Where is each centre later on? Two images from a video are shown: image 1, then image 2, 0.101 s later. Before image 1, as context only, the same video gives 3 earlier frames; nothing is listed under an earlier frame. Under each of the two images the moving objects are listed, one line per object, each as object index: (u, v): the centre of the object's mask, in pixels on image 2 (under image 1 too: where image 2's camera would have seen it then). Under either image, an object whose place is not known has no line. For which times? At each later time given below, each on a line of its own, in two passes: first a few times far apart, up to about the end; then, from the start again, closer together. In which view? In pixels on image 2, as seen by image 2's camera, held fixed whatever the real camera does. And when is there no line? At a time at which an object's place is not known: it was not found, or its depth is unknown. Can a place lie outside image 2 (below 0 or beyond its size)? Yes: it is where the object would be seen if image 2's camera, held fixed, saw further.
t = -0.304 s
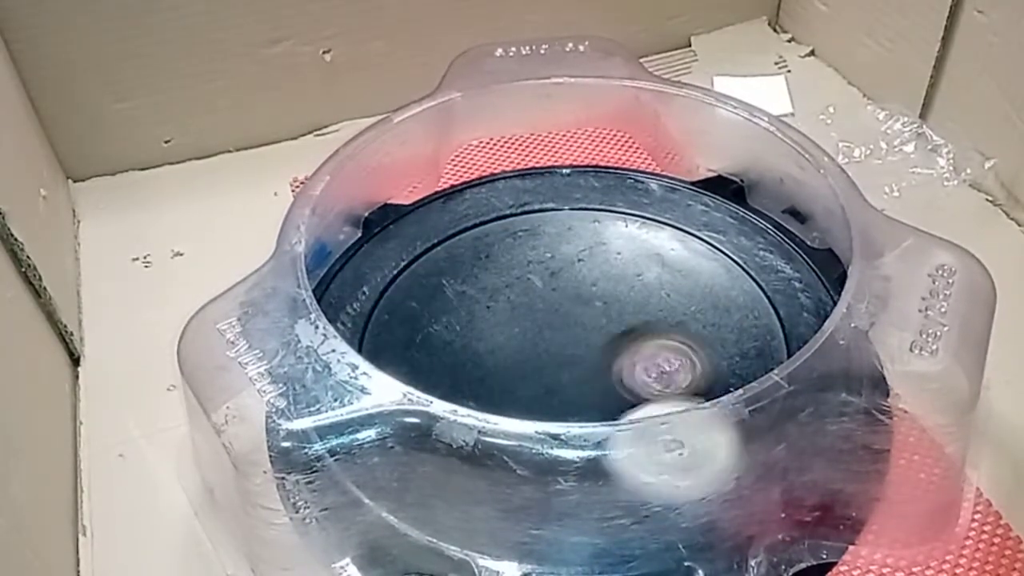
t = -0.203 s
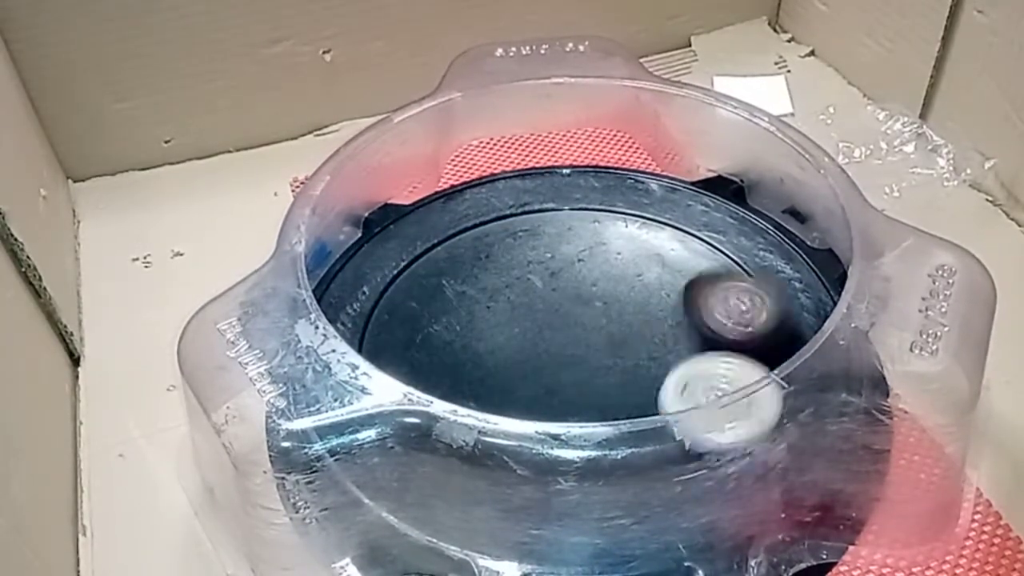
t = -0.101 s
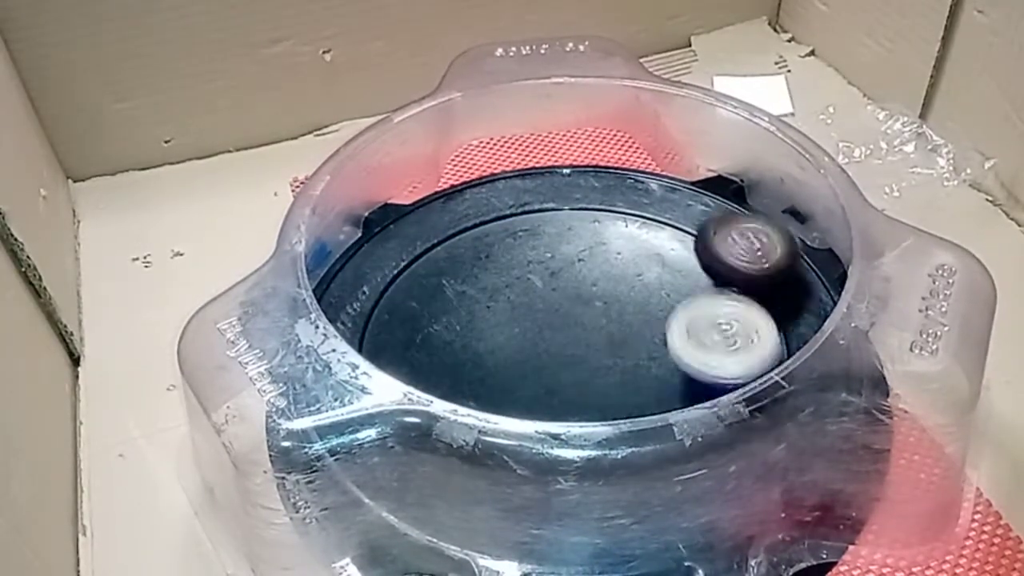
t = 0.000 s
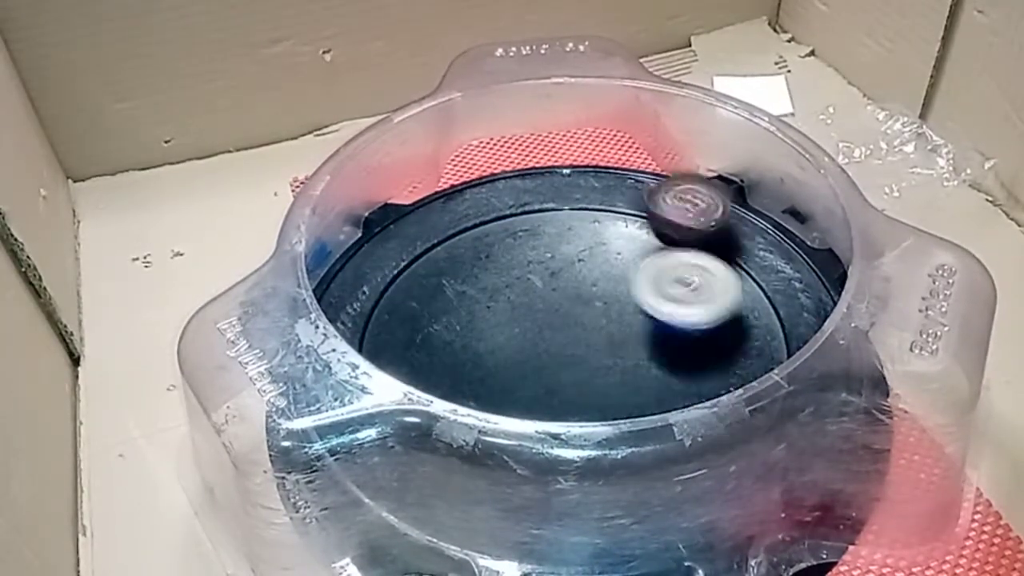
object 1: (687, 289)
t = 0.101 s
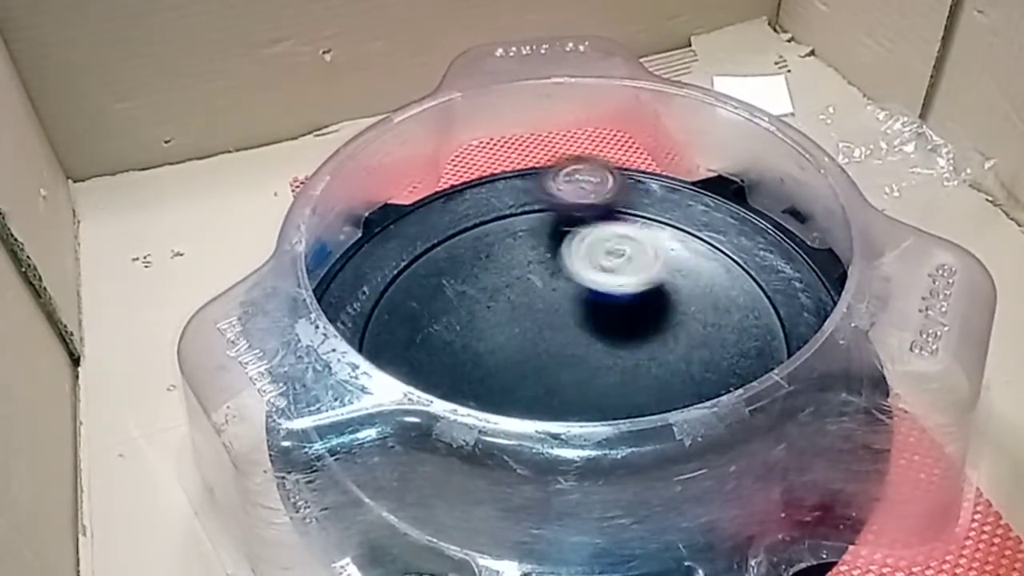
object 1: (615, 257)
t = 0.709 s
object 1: (694, 357)
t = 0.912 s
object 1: (674, 270)
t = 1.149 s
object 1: (562, 217)
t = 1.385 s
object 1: (462, 258)
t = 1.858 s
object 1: (619, 341)
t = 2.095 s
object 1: (620, 257)
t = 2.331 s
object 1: (511, 235)
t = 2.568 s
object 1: (453, 300)
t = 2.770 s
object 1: (463, 348)
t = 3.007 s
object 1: (564, 370)
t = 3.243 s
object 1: (622, 313)
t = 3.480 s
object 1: (603, 253)
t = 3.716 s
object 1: (538, 265)
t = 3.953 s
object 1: (510, 292)
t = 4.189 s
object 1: (548, 302)
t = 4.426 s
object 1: (602, 284)
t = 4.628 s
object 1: (612, 264)
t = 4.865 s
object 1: (606, 263)
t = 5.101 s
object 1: (623, 291)
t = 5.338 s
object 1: (652, 321)
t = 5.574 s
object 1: (680, 344)
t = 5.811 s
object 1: (669, 343)
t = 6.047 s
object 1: (685, 335)
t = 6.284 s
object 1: (613, 350)
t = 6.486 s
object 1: (589, 385)
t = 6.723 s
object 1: (572, 393)
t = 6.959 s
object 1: (548, 370)
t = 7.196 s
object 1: (517, 330)
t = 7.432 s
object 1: (482, 305)
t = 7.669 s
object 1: (507, 309)
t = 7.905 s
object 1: (560, 296)
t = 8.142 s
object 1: (590, 273)
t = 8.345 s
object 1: (600, 273)
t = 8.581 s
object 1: (620, 292)
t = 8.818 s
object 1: (639, 304)
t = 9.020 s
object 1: (634, 333)
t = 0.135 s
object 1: (590, 255)
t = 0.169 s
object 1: (572, 267)
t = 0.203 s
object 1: (559, 280)
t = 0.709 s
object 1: (694, 357)
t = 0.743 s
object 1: (704, 341)
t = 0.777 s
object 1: (706, 325)
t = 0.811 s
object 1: (704, 309)
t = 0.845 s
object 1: (696, 294)
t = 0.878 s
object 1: (686, 281)
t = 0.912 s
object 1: (674, 270)
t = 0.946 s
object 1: (661, 257)
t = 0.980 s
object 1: (644, 243)
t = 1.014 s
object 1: (627, 234)
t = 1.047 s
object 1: (613, 227)
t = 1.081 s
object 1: (596, 222)
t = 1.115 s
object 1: (579, 218)
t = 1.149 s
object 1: (562, 217)
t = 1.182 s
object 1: (545, 218)
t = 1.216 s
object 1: (529, 220)
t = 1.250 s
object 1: (513, 224)
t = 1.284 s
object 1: (498, 230)
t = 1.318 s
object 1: (484, 237)
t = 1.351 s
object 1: (472, 248)
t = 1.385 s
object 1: (462, 258)
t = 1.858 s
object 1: (619, 341)
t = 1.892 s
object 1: (629, 333)
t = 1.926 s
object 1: (629, 317)
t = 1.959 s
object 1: (629, 300)
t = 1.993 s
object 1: (629, 285)
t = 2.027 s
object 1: (628, 272)
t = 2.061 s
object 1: (625, 265)
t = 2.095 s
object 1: (620, 257)
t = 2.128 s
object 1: (614, 251)
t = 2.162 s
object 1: (605, 247)
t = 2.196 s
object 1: (597, 245)
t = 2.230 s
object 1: (576, 239)
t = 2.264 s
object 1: (553, 234)
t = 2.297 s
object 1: (530, 233)
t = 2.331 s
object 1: (511, 235)
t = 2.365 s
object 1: (496, 240)
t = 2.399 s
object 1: (482, 246)
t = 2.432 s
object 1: (472, 254)
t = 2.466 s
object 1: (464, 263)
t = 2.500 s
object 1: (458, 275)
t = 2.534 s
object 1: (454, 287)
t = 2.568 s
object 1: (453, 300)
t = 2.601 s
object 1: (456, 314)
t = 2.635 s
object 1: (450, 321)
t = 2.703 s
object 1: (448, 333)
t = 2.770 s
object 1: (463, 348)
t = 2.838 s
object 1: (488, 365)
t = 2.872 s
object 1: (503, 371)
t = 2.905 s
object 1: (520, 374)
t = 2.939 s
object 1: (538, 377)
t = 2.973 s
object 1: (552, 376)
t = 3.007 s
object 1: (564, 370)
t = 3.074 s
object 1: (588, 358)
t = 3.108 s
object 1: (598, 350)
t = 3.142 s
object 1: (607, 342)
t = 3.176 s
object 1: (615, 333)
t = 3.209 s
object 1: (620, 323)
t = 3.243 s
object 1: (622, 313)
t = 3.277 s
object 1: (623, 303)
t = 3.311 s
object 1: (624, 293)
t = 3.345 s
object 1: (623, 282)
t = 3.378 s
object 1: (621, 273)
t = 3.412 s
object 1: (616, 267)
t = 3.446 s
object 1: (611, 259)
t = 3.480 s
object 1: (603, 253)
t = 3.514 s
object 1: (594, 249)
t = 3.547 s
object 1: (584, 247)
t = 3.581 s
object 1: (573, 248)
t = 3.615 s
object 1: (564, 251)
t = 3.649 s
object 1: (554, 257)
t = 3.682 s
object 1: (546, 262)
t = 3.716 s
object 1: (538, 265)
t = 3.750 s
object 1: (531, 271)
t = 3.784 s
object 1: (525, 277)
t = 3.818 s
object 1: (520, 280)
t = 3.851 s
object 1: (516, 281)
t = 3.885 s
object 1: (513, 283)
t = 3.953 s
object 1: (510, 292)
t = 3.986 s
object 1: (512, 298)
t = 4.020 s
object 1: (516, 303)
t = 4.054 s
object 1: (522, 305)
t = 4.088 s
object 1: (527, 305)
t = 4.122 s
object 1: (534, 304)
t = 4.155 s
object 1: (541, 303)
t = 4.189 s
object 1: (548, 302)
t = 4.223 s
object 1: (556, 301)
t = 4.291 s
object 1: (571, 297)
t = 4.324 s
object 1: (579, 296)
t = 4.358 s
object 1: (587, 293)
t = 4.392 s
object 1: (594, 290)
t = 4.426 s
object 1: (602, 284)
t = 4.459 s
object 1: (607, 279)
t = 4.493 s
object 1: (610, 274)
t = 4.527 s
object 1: (612, 271)
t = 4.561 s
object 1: (613, 267)
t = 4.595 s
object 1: (613, 265)
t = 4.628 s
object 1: (612, 264)
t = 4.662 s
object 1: (613, 263)
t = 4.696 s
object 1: (613, 261)
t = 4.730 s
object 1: (612, 260)
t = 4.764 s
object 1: (611, 260)
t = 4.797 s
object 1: (610, 260)
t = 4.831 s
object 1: (608, 261)
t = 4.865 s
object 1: (606, 263)
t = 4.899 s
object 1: (606, 265)
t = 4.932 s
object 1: (605, 268)
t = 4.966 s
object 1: (606, 273)
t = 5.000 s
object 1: (608, 279)
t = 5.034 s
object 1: (613, 283)
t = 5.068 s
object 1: (618, 286)
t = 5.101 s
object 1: (623, 291)
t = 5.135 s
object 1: (629, 294)
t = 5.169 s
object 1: (634, 299)
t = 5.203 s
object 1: (639, 303)
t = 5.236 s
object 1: (642, 308)
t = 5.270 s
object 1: (646, 312)
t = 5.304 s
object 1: (650, 316)
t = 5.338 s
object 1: (652, 321)
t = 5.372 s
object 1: (654, 326)
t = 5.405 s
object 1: (655, 331)
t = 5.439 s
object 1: (656, 336)
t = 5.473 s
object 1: (662, 341)
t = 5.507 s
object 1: (669, 343)
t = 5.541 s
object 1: (675, 344)
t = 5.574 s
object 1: (680, 344)
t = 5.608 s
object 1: (683, 343)
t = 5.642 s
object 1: (684, 342)
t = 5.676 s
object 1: (684, 341)
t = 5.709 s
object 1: (681, 340)
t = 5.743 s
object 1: (674, 339)
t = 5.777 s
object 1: (665, 339)
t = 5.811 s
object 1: (669, 343)
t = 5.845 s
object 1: (677, 344)
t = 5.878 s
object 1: (685, 344)
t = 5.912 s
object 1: (691, 343)
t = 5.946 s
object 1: (694, 341)
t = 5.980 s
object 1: (695, 339)
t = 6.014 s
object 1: (693, 337)
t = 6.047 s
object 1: (685, 335)
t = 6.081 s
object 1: (677, 334)
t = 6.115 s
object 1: (666, 334)
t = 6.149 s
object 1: (654, 336)
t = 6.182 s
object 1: (644, 338)
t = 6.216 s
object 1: (630, 341)
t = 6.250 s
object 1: (618, 344)
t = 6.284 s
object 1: (613, 350)
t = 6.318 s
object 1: (609, 359)
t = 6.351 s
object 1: (605, 366)
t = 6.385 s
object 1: (600, 371)
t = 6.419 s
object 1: (597, 378)
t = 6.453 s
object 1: (594, 382)
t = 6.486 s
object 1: (589, 385)
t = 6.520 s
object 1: (586, 388)
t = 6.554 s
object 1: (583, 390)
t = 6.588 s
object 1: (580, 392)
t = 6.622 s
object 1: (578, 393)
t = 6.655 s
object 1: (575, 393)
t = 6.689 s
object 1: (573, 393)
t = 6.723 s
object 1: (572, 393)
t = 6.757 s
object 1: (571, 391)
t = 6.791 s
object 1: (568, 390)
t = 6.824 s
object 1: (566, 387)
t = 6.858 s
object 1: (562, 384)
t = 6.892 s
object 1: (557, 381)
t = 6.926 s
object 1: (552, 376)
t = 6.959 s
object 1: (548, 370)
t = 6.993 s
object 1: (545, 365)
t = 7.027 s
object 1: (542, 359)
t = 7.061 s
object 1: (539, 353)
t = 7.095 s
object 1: (534, 347)
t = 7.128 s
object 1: (532, 342)
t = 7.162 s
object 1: (525, 336)
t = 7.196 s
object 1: (517, 330)
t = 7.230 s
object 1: (510, 325)
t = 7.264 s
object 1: (504, 322)
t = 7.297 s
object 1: (498, 317)
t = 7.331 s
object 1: (495, 314)
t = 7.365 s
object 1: (489, 309)
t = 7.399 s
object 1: (486, 307)
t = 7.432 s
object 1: (482, 305)
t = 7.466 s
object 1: (480, 306)
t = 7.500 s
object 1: (480, 306)
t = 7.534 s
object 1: (482, 306)
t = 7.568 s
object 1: (486, 308)
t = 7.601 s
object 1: (492, 309)
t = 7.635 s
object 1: (499, 309)
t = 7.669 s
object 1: (507, 309)
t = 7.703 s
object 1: (515, 309)
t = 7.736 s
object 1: (525, 309)
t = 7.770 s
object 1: (534, 309)
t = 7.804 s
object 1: (544, 310)
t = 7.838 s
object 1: (551, 304)
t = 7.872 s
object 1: (556, 300)
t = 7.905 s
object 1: (560, 296)
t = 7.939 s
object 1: (566, 291)
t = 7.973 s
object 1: (571, 287)
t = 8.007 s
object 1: (575, 283)
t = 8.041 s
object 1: (579, 281)
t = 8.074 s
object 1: (582, 278)
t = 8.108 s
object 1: (586, 275)
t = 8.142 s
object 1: (590, 273)
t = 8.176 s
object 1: (594, 271)
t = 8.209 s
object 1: (596, 270)
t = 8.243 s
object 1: (598, 269)
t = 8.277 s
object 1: (599, 270)
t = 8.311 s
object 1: (599, 270)
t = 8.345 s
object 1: (600, 273)
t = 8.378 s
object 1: (599, 277)
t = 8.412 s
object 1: (599, 282)
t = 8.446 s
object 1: (599, 288)
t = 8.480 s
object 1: (602, 292)
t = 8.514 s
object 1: (608, 293)
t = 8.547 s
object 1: (614, 293)
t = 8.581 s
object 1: (620, 292)
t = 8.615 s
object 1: (625, 293)
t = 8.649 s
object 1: (629, 293)
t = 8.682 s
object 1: (633, 294)
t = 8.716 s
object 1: (636, 296)
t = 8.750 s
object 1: (638, 298)
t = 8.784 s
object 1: (639, 301)
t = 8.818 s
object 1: (639, 304)
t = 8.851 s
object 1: (639, 308)
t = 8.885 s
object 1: (638, 312)
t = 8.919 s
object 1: (637, 317)
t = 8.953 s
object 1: (635, 322)
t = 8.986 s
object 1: (632, 327)
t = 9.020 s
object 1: (634, 333)
